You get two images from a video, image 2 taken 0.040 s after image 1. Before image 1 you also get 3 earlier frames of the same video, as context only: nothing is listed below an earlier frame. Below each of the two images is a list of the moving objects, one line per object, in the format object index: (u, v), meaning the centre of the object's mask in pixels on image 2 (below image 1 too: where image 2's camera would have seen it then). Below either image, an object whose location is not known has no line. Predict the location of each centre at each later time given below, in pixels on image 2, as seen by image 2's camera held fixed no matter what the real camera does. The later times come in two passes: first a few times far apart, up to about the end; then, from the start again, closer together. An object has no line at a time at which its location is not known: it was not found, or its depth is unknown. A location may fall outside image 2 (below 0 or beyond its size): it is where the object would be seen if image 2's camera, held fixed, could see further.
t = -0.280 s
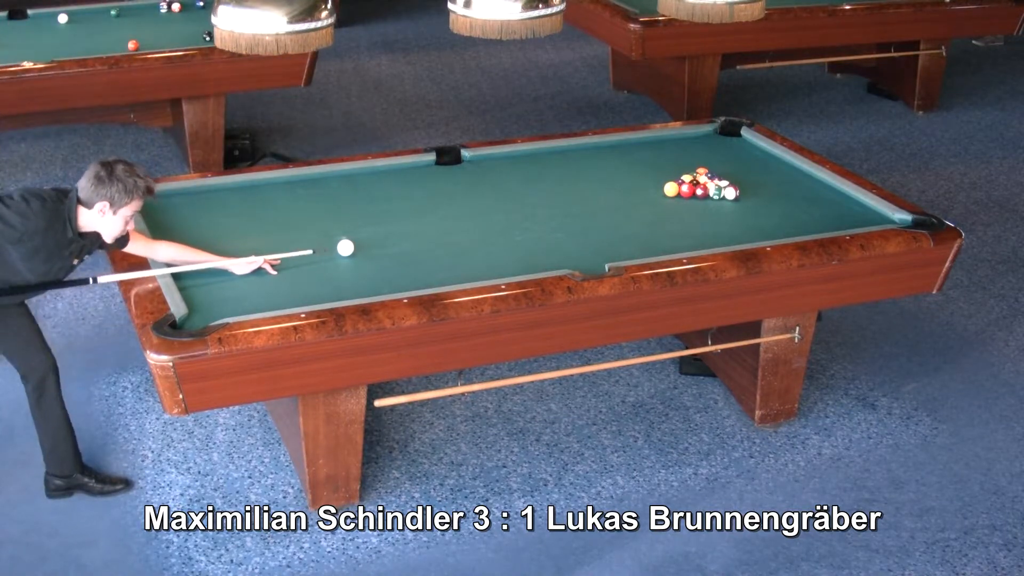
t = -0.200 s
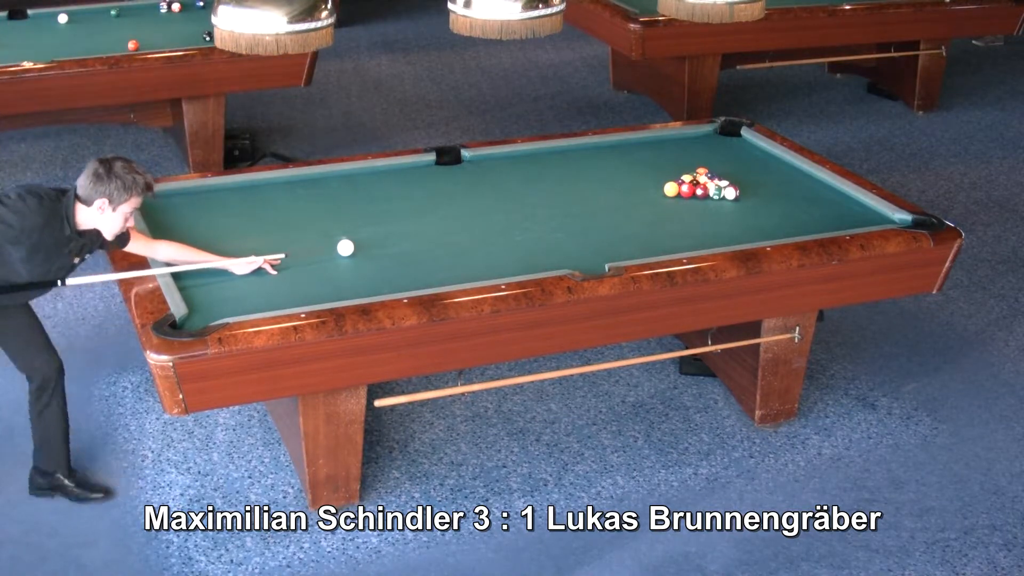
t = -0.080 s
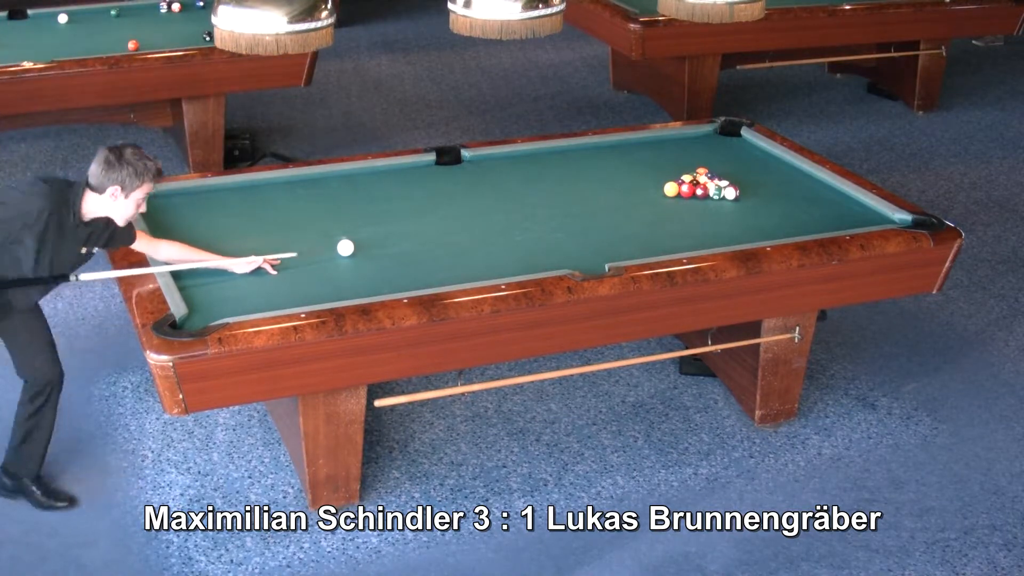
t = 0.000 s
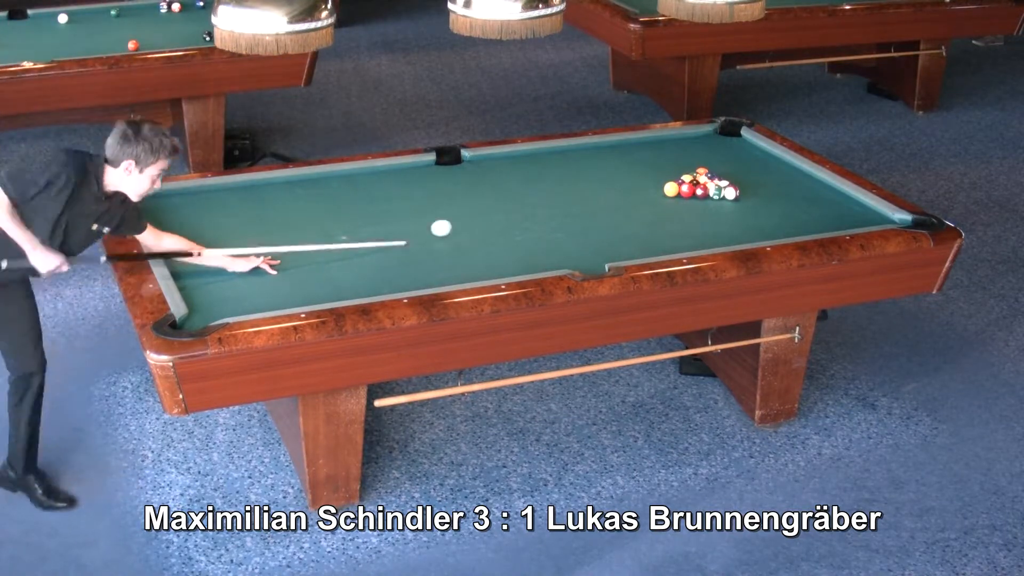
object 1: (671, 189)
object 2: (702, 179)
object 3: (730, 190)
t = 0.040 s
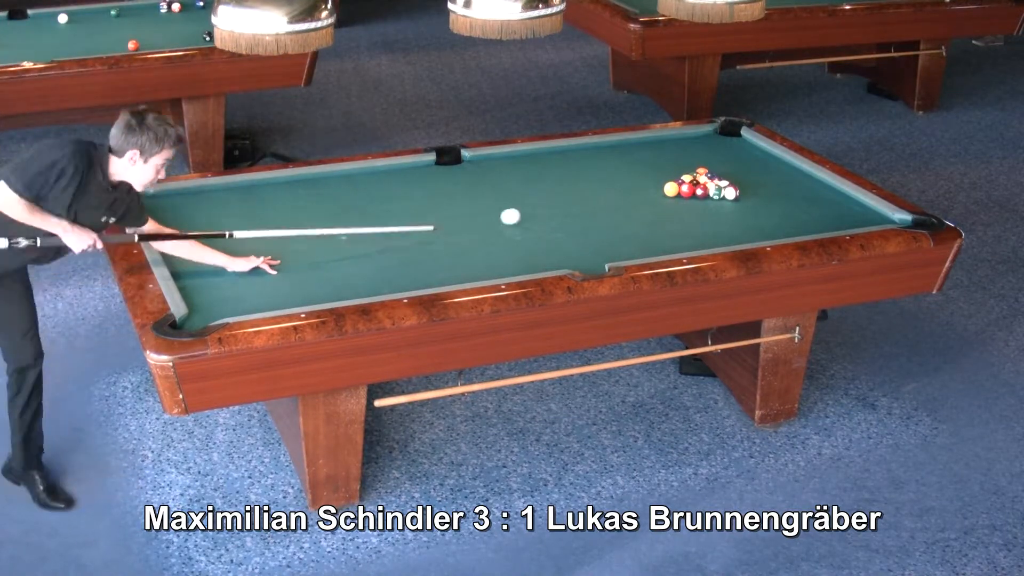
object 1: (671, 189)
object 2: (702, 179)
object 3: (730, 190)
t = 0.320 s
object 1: (665, 199)
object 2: (711, 179)
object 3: (850, 202)
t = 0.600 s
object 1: (653, 213)
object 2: (711, 181)
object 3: (798, 225)
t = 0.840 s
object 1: (643, 226)
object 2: (712, 181)
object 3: (746, 240)
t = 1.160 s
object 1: (630, 242)
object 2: (713, 179)
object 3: (655, 244)
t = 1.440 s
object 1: (576, 257)
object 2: (714, 178)
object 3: (623, 245)
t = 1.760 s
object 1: (510, 272)
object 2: (714, 177)
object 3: (592, 247)
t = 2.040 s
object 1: (452, 280)
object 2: (711, 176)
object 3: (567, 248)
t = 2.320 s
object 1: (395, 285)
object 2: (710, 177)
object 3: (543, 248)
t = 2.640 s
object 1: (333, 291)
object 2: (710, 177)
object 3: (519, 250)
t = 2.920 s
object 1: (280, 295)
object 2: (709, 177)
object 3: (501, 251)
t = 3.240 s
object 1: (222, 300)
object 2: (709, 177)
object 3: (482, 252)
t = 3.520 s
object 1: (201, 300)
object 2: (709, 177)
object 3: (468, 252)
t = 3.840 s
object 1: (227, 295)
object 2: (709, 177)
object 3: (454, 253)
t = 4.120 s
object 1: (247, 291)
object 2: (709, 177)
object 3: (445, 254)
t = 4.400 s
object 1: (265, 287)
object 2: (709, 177)
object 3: (437, 254)
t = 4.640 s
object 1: (278, 284)
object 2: (709, 177)
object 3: (432, 254)
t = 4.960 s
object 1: (294, 281)
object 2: (709, 177)
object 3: (427, 255)
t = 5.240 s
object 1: (306, 279)
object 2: (709, 177)
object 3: (425, 255)
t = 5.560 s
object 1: (316, 277)
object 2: (709, 177)
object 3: (425, 255)
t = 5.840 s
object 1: (323, 276)
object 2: (709, 177)
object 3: (425, 255)
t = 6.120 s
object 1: (328, 275)
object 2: (709, 177)
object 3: (425, 255)
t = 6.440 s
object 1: (331, 274)
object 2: (709, 177)
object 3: (425, 255)
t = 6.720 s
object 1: (332, 274)
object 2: (709, 177)
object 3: (425, 255)
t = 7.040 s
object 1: (332, 274)
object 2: (710, 177)
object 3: (425, 255)
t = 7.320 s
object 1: (332, 274)
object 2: (709, 177)
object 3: (425, 255)
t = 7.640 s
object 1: (332, 274)
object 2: (709, 177)
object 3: (425, 255)
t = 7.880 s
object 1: (332, 274)
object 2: (709, 177)
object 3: (425, 255)
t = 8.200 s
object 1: (332, 274)
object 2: (709, 177)
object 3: (425, 255)
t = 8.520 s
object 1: (332, 274)
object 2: (709, 177)
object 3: (425, 255)
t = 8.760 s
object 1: (332, 274)
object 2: (709, 177)
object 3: (425, 255)
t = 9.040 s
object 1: (332, 274)
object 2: (709, 177)
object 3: (425, 255)
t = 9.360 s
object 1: (332, 274)
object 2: (709, 177)
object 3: (425, 255)
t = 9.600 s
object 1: (332, 274)
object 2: (709, 177)
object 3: (425, 255)
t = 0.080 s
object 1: (671, 189)
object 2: (702, 179)
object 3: (730, 190)
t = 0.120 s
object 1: (671, 189)
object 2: (702, 179)
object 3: (730, 190)
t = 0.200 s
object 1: (669, 193)
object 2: (706, 180)
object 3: (785, 195)
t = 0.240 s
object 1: (667, 195)
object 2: (707, 180)
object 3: (817, 196)
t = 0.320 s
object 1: (665, 199)
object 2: (711, 179)
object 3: (850, 202)
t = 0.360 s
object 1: (663, 201)
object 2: (712, 178)
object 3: (842, 205)
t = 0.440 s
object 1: (660, 205)
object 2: (710, 183)
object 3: (827, 212)
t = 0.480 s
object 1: (658, 207)
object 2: (710, 183)
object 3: (820, 214)
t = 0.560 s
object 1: (655, 211)
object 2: (710, 182)
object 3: (805, 221)
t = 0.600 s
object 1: (653, 213)
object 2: (711, 181)
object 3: (798, 225)
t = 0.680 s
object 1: (650, 217)
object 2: (712, 182)
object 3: (782, 231)
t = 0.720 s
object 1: (648, 219)
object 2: (712, 182)
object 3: (775, 234)
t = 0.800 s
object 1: (645, 224)
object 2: (712, 181)
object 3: (757, 239)
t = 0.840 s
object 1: (643, 226)
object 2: (712, 181)
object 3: (746, 240)
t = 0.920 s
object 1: (640, 230)
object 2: (712, 181)
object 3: (723, 242)
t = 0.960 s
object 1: (638, 232)
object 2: (713, 180)
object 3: (712, 241)
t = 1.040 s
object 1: (635, 236)
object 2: (712, 180)
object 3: (689, 243)
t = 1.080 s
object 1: (634, 238)
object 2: (713, 179)
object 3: (677, 243)
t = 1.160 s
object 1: (630, 242)
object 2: (713, 179)
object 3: (655, 244)
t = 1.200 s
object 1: (626, 244)
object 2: (713, 179)
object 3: (645, 243)
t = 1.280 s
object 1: (607, 248)
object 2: (713, 179)
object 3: (639, 244)
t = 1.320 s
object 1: (599, 251)
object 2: (713, 178)
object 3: (634, 245)
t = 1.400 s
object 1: (584, 255)
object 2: (714, 178)
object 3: (626, 245)
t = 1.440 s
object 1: (576, 257)
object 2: (714, 178)
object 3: (623, 245)
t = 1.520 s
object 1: (559, 261)
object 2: (714, 178)
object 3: (614, 245)
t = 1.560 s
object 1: (551, 263)
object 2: (715, 178)
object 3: (610, 245)
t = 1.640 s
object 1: (535, 267)
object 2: (715, 178)
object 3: (603, 246)
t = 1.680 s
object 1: (526, 269)
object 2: (715, 178)
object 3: (599, 246)
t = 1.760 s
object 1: (510, 272)
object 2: (714, 177)
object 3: (592, 247)
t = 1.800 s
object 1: (502, 274)
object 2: (713, 177)
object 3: (588, 247)
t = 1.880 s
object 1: (485, 276)
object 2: (712, 176)
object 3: (580, 247)
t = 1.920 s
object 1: (477, 277)
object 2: (712, 175)
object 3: (577, 247)
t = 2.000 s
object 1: (460, 279)
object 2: (711, 175)
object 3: (570, 248)
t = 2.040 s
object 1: (452, 280)
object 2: (711, 176)
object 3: (567, 248)
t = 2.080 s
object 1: (444, 281)
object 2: (711, 174)
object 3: (563, 247)
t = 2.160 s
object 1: (427, 282)
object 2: (711, 176)
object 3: (557, 248)
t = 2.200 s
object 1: (419, 283)
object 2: (710, 176)
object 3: (554, 248)
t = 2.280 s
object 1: (403, 285)
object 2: (710, 176)
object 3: (546, 249)
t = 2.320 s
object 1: (395, 285)
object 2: (710, 177)
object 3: (543, 248)
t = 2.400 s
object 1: (379, 287)
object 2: (710, 177)
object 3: (537, 250)
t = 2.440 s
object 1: (371, 287)
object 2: (709, 177)
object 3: (534, 249)
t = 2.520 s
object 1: (356, 289)
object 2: (709, 177)
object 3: (527, 250)
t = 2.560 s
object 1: (348, 290)
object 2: (710, 177)
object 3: (525, 250)
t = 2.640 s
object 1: (333, 291)
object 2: (710, 177)
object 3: (519, 250)
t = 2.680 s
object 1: (325, 292)
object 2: (710, 177)
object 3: (517, 250)
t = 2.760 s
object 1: (310, 293)
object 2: (709, 177)
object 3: (510, 250)
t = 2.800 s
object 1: (302, 293)
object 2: (710, 177)
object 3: (508, 250)
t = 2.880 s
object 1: (287, 295)
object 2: (709, 177)
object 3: (503, 251)
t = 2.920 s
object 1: (280, 295)
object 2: (709, 177)
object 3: (501, 251)
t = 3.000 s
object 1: (265, 296)
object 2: (709, 177)
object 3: (495, 251)
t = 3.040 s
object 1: (258, 297)
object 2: (709, 177)
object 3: (492, 251)
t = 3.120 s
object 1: (243, 298)
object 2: (709, 177)
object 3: (488, 251)
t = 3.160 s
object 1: (236, 298)
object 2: (709, 177)
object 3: (487, 252)
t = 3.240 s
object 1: (222, 300)
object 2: (709, 177)
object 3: (482, 252)
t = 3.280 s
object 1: (215, 300)
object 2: (709, 177)
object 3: (479, 252)
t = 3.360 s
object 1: (201, 301)
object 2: (709, 177)
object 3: (475, 252)
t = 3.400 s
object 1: (194, 301)
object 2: (709, 177)
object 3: (473, 252)
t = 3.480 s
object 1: (197, 301)
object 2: (709, 177)
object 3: (469, 252)
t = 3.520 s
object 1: (201, 300)
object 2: (709, 177)
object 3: (468, 252)
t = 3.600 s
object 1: (207, 299)
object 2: (709, 177)
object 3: (464, 253)
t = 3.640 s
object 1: (211, 298)
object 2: (709, 177)
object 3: (462, 253)
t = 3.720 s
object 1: (217, 297)
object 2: (709, 177)
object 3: (459, 253)
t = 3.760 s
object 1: (221, 296)
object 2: (709, 177)
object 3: (457, 253)
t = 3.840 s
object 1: (227, 295)
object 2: (709, 177)
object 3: (454, 253)
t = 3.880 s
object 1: (230, 294)
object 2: (709, 177)
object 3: (452, 253)
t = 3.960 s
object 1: (236, 293)
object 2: (709, 177)
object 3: (449, 253)
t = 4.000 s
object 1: (238, 292)
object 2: (709, 177)
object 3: (448, 254)
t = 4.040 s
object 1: (241, 292)
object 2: (709, 177)
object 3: (447, 254)
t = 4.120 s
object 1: (247, 291)
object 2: (709, 177)
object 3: (445, 254)
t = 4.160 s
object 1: (250, 290)
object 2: (709, 177)
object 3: (444, 254)
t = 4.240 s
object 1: (255, 289)
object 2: (709, 177)
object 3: (441, 254)
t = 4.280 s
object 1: (257, 289)
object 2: (709, 177)
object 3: (440, 254)
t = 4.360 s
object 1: (262, 288)
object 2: (709, 177)
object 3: (438, 254)
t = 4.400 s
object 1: (265, 287)
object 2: (709, 177)
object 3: (437, 254)
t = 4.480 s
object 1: (270, 286)
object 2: (709, 177)
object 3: (435, 254)
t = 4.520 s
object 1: (272, 286)
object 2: (709, 177)
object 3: (434, 254)
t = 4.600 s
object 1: (276, 285)
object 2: (709, 177)
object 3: (433, 254)
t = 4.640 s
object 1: (278, 284)
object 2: (709, 177)
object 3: (432, 254)
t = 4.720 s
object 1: (283, 283)
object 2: (710, 177)
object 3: (430, 254)
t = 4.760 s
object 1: (285, 283)
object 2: (710, 177)
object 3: (429, 254)
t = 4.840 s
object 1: (289, 282)
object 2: (709, 177)
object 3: (428, 255)
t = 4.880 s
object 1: (291, 282)
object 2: (709, 177)
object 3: (428, 255)
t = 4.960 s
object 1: (294, 281)
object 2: (709, 177)
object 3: (427, 255)
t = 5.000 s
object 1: (296, 281)
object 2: (709, 177)
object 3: (426, 255)
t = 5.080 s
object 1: (299, 281)
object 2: (709, 177)
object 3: (426, 255)
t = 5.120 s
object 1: (301, 280)
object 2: (709, 177)
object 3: (426, 255)
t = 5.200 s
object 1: (304, 279)
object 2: (709, 177)
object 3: (425, 255)
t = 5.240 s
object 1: (306, 279)
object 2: (709, 177)
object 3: (425, 255)
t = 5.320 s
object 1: (309, 279)
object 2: (709, 177)
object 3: (425, 255)
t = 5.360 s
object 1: (310, 278)
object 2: (709, 177)
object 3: (425, 255)
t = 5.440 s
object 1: (312, 278)
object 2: (709, 177)
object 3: (425, 255)
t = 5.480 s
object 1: (314, 277)
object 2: (709, 177)
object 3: (425, 255)
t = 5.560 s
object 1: (316, 277)
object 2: (709, 177)
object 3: (425, 255)
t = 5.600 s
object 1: (317, 277)
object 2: (709, 177)
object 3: (425, 255)
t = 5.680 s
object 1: (319, 277)
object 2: (709, 177)
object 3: (425, 255)
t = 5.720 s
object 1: (321, 276)
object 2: (709, 177)
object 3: (425, 255)
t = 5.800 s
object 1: (322, 276)
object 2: (709, 177)
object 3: (425, 255)
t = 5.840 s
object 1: (323, 276)
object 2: (709, 177)
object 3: (425, 255)
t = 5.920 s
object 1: (325, 275)
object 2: (709, 177)
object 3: (425, 255)
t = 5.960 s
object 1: (326, 275)
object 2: (709, 177)
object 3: (425, 255)
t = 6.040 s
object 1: (327, 275)
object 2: (709, 177)
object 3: (425, 255)
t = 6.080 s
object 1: (327, 275)
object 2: (710, 177)
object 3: (425, 255)
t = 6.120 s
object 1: (328, 275)
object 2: (709, 177)
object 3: (425, 255)
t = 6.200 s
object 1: (329, 274)
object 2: (709, 177)
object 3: (425, 255)
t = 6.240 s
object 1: (330, 274)
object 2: (709, 177)
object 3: (425, 255)
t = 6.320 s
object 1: (330, 274)
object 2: (709, 177)
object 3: (425, 255)
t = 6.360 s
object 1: (331, 274)
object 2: (709, 177)
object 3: (425, 255)
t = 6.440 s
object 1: (331, 274)
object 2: (709, 177)
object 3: (425, 255)
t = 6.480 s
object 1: (331, 274)
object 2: (709, 177)
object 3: (425, 255)
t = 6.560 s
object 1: (332, 274)
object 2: (709, 177)
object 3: (425, 255)
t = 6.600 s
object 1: (332, 274)
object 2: (709, 177)
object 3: (425, 255)
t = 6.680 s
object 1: (332, 274)
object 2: (709, 177)
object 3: (425, 255)
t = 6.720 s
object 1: (332, 274)
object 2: (709, 177)
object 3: (425, 255)
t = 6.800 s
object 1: (332, 274)
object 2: (709, 177)
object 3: (425, 255)
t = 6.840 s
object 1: (332, 274)
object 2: (709, 177)
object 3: (425, 255)
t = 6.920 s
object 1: (332, 274)
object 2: (710, 177)
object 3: (425, 255)
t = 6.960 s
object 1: (332, 274)
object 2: (709, 177)
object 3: (425, 255)
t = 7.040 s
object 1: (332, 274)
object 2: (710, 177)
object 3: (425, 255)
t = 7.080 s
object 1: (332, 274)
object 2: (709, 177)
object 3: (425, 255)
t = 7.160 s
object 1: (332, 274)
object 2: (709, 177)
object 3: (425, 255)
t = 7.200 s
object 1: (332, 274)
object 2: (709, 177)
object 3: (425, 255)
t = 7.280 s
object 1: (332, 274)
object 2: (709, 177)
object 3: (425, 255)
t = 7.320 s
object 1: (332, 274)
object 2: (709, 177)
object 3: (425, 255)
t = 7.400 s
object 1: (332, 274)
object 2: (709, 177)
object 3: (425, 255)
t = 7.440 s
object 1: (332, 274)
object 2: (709, 177)
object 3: (425, 255)
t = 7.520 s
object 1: (332, 274)
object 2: (709, 177)
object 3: (425, 255)
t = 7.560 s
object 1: (332, 274)
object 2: (709, 177)
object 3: (425, 255)
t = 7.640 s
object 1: (332, 274)
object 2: (709, 177)
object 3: (425, 255)
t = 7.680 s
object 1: (332, 274)
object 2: (709, 177)
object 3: (425, 255)
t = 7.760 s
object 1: (332, 274)
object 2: (709, 177)
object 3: (425, 255)
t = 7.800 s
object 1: (332, 274)
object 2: (709, 177)
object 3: (425, 255)
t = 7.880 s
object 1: (332, 274)
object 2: (709, 177)
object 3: (425, 255)
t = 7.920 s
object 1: (332, 274)
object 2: (709, 177)
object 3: (425, 255)
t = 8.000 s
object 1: (332, 274)
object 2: (709, 177)
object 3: (425, 255)
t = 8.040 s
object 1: (332, 274)
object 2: (709, 177)
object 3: (425, 255)
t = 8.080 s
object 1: (332, 274)
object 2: (709, 177)
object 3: (425, 255)
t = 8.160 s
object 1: (332, 274)
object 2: (709, 177)
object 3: (425, 255)
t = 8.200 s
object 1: (332, 274)
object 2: (709, 177)
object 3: (425, 255)
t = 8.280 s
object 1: (332, 274)
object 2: (709, 177)
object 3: (425, 255)
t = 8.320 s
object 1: (332, 274)
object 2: (709, 177)
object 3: (425, 255)
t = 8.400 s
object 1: (332, 274)
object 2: (709, 177)
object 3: (425, 255)
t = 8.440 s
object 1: (332, 274)
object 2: (709, 177)
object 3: (425, 255)
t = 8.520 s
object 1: (332, 274)
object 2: (709, 177)
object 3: (425, 255)
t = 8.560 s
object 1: (332, 274)
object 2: (709, 177)
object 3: (425, 255)
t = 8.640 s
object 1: (332, 274)
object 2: (709, 177)
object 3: (425, 255)
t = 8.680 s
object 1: (332, 274)
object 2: (709, 177)
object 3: (425, 255)
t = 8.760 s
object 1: (332, 274)
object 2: (709, 177)
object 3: (425, 255)
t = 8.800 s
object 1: (332, 274)
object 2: (709, 177)
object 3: (425, 255)
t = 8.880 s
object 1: (332, 274)
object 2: (709, 177)
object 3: (425, 255)
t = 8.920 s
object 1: (332, 274)
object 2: (709, 177)
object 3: (425, 255)
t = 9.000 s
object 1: (332, 274)
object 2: (709, 177)
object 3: (425, 255)
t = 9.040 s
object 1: (332, 274)
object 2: (709, 177)
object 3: (425, 255)
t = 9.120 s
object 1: (332, 274)
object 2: (709, 177)
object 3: (425, 255)
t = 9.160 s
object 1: (332, 274)
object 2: (709, 177)
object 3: (425, 255)
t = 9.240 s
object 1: (332, 274)
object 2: (709, 177)
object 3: (425, 255)
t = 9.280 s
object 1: (332, 274)
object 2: (709, 177)
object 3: (425, 255)
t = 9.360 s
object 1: (332, 274)
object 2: (709, 177)
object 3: (425, 255)
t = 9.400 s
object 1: (332, 274)
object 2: (709, 177)
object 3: (425, 255)
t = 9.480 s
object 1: (332, 274)
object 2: (709, 177)
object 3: (425, 255)
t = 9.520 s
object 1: (332, 274)
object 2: (709, 177)
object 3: (425, 255)
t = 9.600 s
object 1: (332, 274)
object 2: (709, 177)
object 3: (425, 255)
